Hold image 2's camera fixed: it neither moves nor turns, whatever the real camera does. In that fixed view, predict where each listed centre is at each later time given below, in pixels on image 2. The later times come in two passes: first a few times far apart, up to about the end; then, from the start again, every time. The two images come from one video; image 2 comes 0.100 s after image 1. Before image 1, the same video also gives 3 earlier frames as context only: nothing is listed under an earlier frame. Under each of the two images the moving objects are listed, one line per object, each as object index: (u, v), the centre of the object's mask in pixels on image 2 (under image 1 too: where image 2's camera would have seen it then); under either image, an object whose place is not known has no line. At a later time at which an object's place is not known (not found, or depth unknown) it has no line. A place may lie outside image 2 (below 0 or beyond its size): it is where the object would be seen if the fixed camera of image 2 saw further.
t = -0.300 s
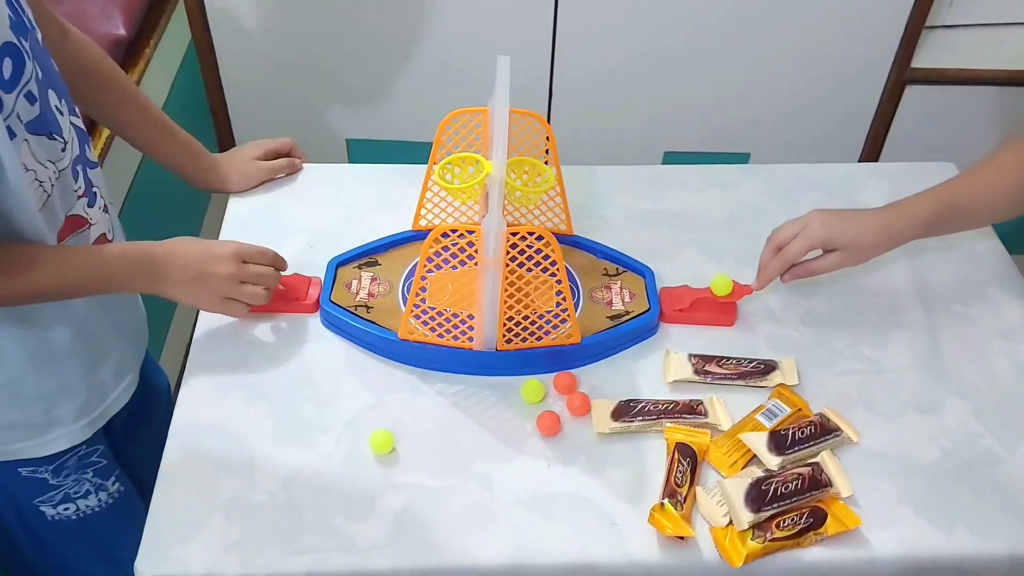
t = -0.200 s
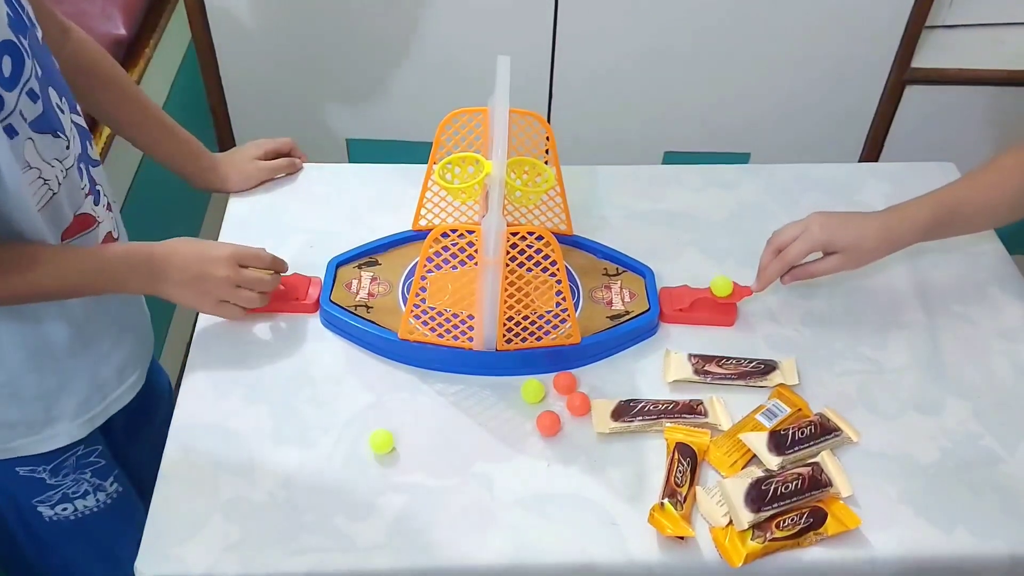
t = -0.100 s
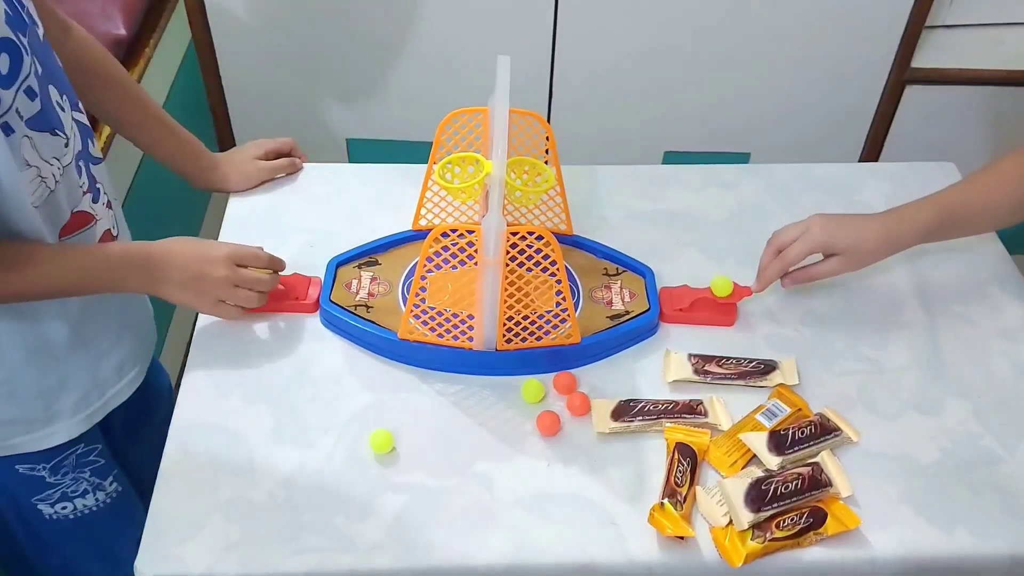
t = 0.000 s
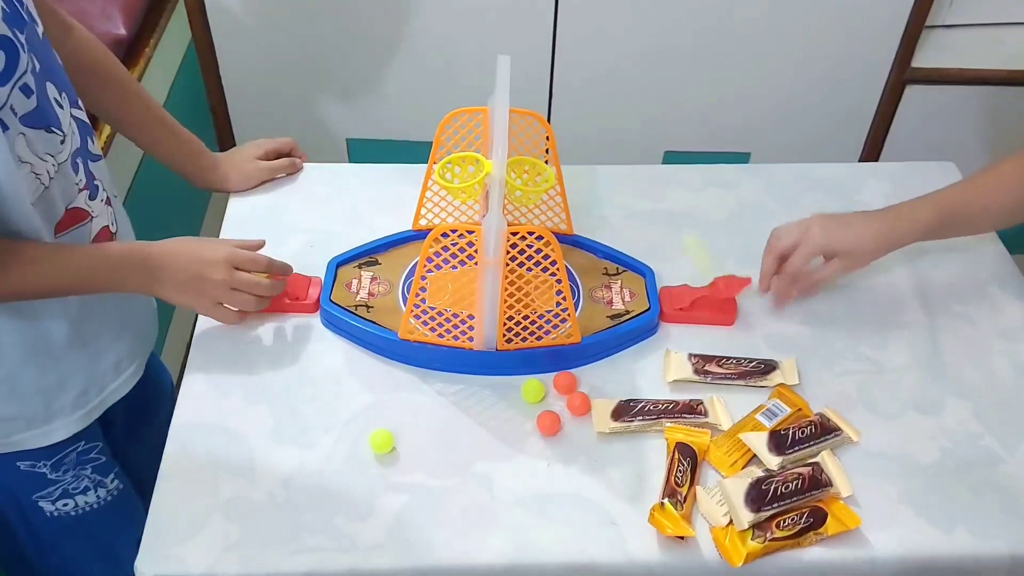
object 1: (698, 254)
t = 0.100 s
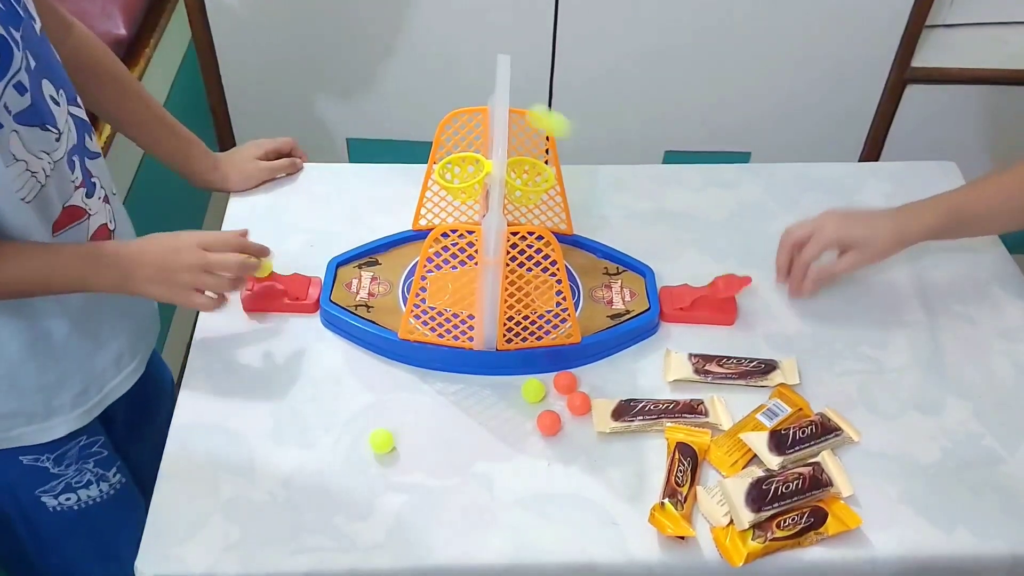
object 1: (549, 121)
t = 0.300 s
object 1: (596, 165)
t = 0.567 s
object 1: (681, 246)
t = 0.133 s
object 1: (522, 99)
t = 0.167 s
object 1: (537, 89)
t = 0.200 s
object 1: (555, 90)
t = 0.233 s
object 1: (570, 104)
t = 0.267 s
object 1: (584, 129)
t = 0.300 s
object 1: (596, 165)
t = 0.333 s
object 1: (605, 207)
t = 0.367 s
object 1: (617, 237)
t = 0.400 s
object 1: (631, 216)
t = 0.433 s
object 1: (644, 204)
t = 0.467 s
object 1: (656, 200)
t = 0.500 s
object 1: (666, 206)
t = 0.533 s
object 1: (675, 221)
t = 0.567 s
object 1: (681, 246)
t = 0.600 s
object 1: (678, 245)
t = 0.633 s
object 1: (670, 235)
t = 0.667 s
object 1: (660, 234)
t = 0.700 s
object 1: (650, 241)
